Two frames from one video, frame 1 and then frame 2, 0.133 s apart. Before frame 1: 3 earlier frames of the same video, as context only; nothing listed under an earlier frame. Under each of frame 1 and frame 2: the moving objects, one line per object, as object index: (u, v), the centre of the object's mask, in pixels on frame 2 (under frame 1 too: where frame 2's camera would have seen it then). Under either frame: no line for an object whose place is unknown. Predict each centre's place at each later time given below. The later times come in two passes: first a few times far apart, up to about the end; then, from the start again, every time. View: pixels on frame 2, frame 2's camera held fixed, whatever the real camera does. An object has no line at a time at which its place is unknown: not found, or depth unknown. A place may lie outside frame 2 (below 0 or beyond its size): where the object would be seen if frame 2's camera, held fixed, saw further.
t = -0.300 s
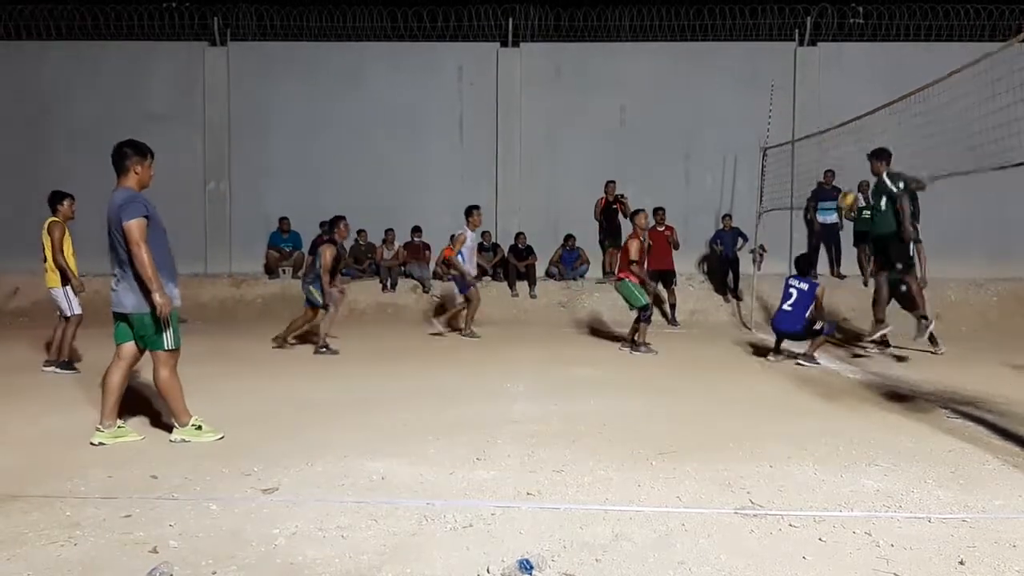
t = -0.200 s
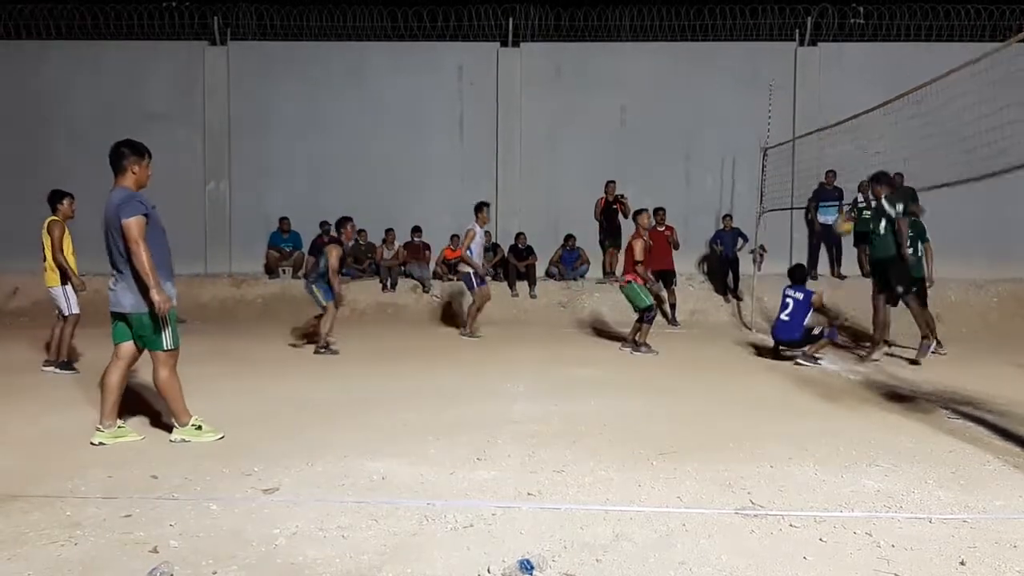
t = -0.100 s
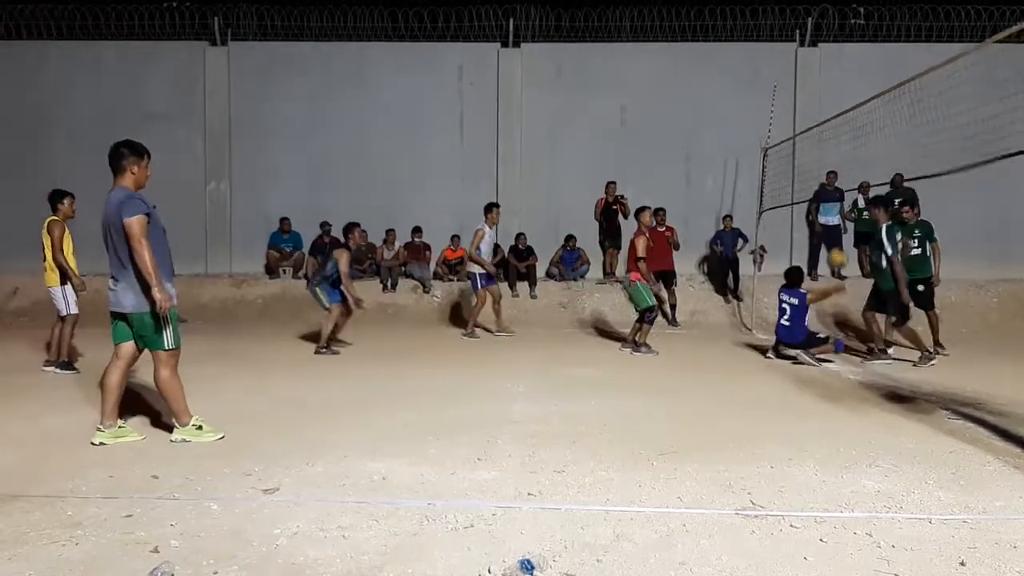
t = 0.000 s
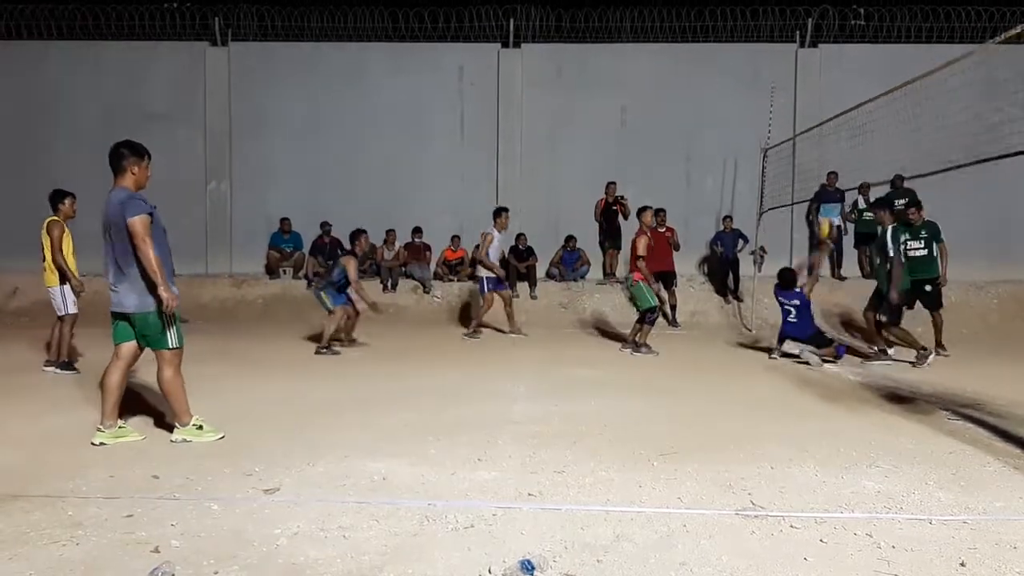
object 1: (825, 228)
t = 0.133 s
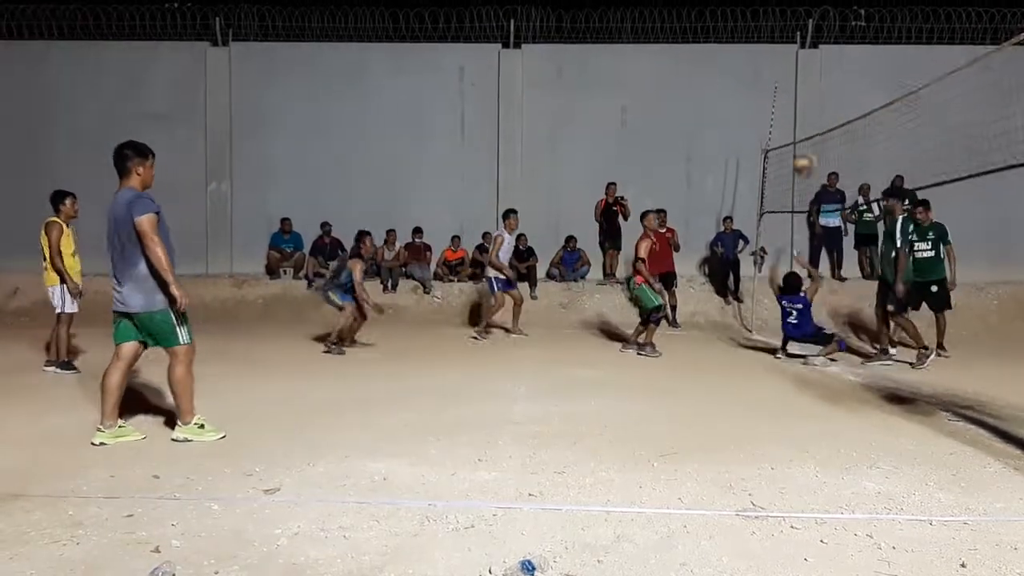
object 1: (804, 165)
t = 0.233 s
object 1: (789, 126)
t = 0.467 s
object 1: (741, 64)
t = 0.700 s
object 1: (686, 68)
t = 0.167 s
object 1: (799, 150)
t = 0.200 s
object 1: (793, 137)
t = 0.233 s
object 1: (789, 126)
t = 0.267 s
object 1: (782, 114)
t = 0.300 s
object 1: (776, 104)
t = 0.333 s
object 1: (769, 91)
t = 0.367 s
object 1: (765, 86)
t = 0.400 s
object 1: (756, 76)
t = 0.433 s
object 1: (749, 70)
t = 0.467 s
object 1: (741, 64)
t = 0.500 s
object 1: (735, 61)
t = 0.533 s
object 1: (727, 59)
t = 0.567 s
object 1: (720, 58)
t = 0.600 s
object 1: (713, 59)
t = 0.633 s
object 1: (703, 60)
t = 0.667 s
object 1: (693, 63)
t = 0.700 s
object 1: (686, 68)
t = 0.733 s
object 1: (677, 75)
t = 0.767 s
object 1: (667, 84)
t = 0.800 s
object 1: (657, 95)
